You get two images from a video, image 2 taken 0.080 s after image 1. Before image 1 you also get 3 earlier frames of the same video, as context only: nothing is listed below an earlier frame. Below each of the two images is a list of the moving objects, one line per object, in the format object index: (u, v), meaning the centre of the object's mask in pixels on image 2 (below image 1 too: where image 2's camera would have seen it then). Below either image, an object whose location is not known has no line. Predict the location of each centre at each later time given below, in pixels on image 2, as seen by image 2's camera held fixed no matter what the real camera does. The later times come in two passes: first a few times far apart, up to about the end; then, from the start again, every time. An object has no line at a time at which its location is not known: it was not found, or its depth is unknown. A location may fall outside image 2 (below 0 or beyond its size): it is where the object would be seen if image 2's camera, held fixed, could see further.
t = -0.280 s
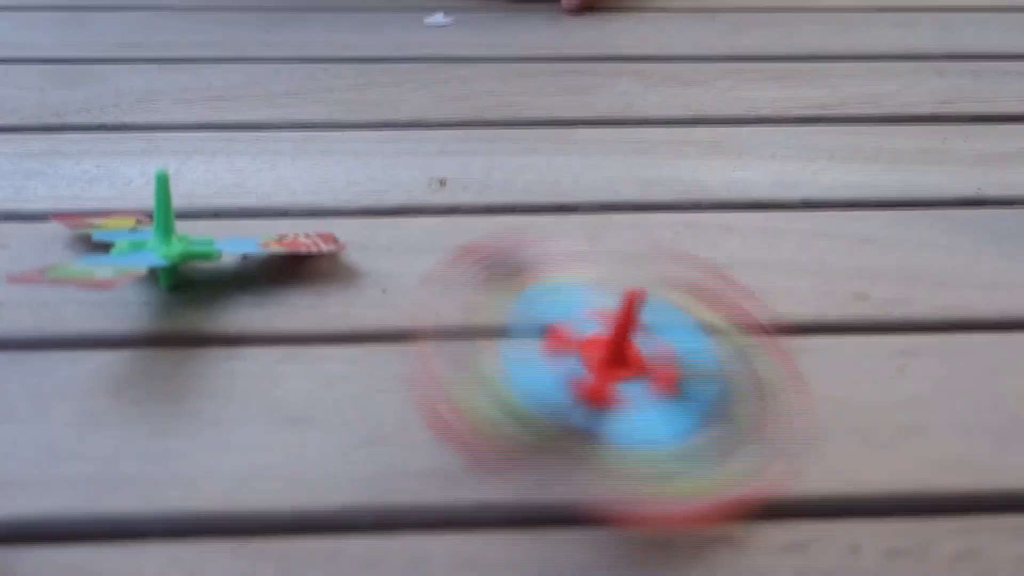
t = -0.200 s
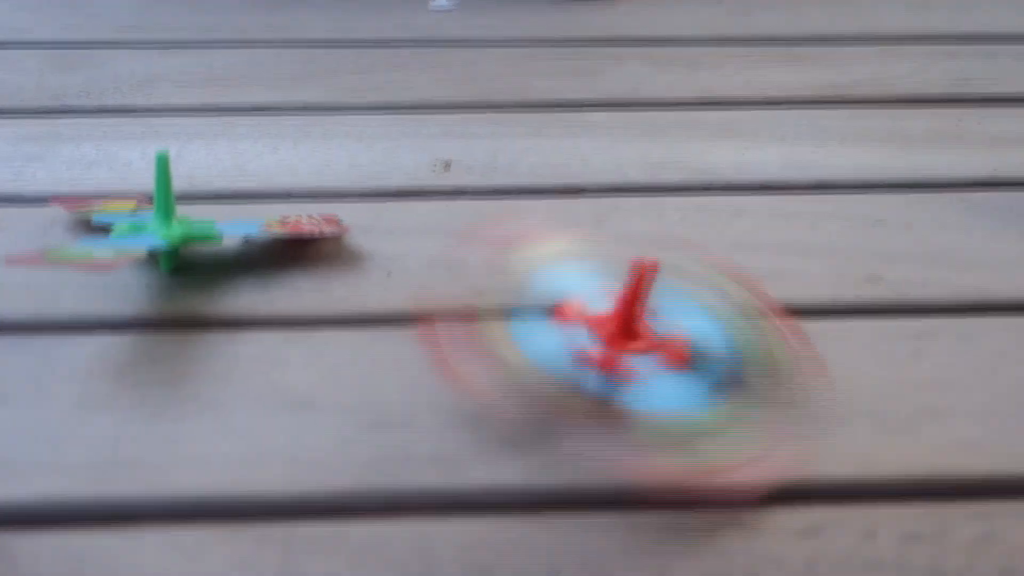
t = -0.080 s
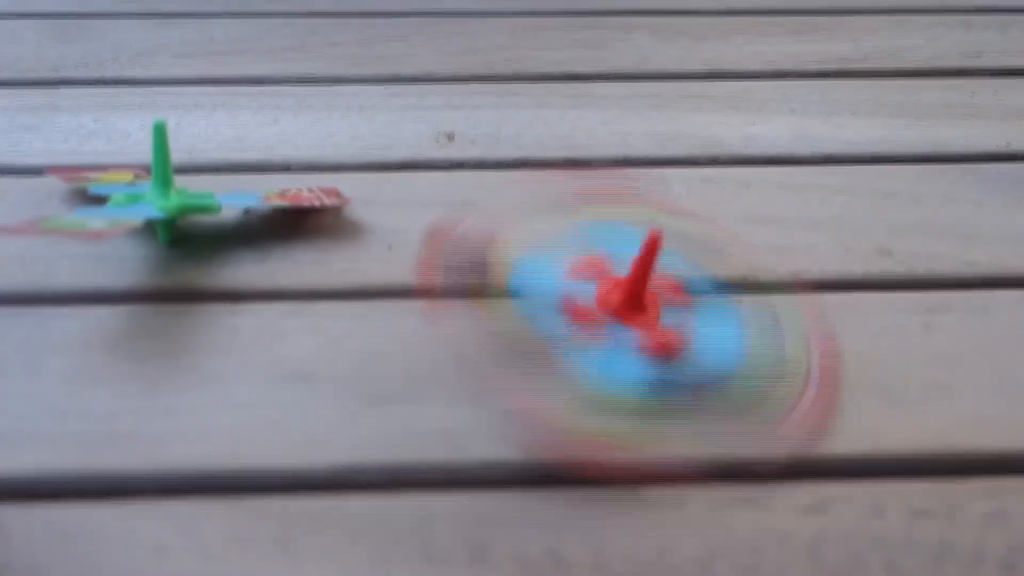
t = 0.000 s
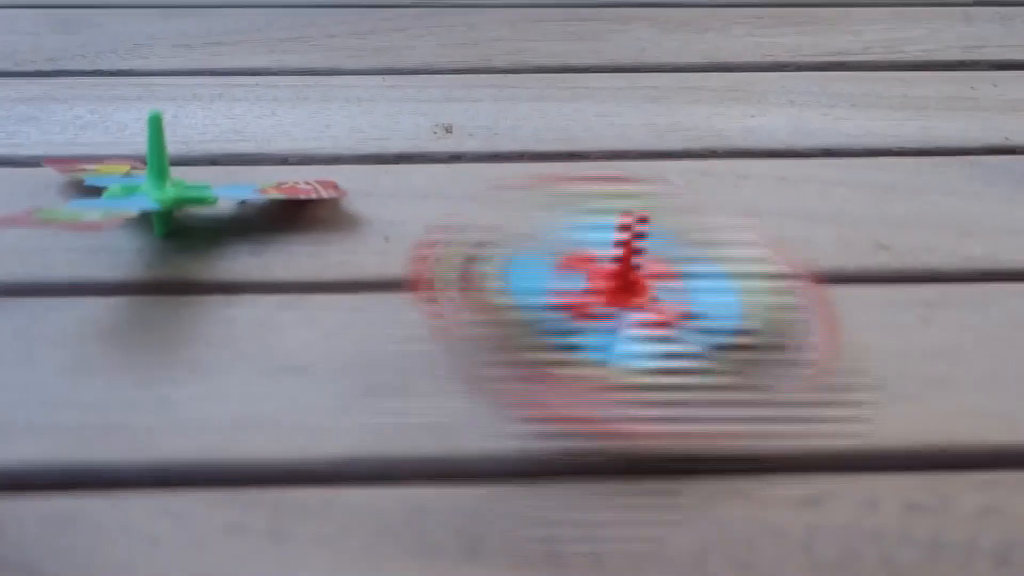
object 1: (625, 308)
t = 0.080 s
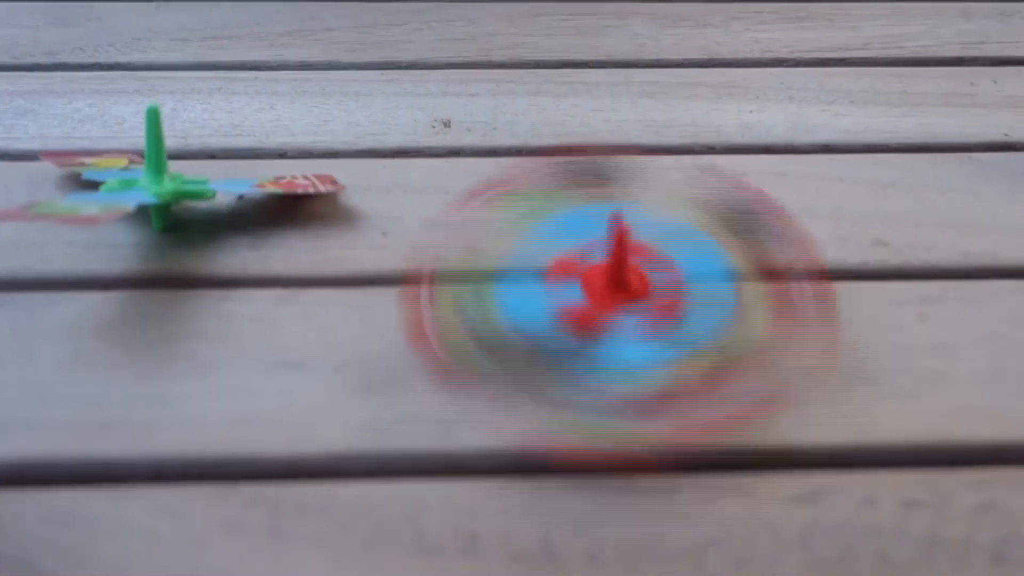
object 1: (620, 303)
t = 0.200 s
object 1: (624, 302)
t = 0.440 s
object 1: (635, 301)
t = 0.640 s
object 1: (648, 306)
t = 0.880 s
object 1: (635, 293)
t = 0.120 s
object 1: (621, 300)
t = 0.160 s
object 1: (624, 307)
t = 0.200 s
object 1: (624, 302)
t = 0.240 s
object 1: (630, 298)
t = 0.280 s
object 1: (630, 307)
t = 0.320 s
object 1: (628, 301)
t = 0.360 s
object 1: (635, 295)
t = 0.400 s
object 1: (638, 308)
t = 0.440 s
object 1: (635, 301)
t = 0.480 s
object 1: (639, 297)
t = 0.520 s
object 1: (644, 308)
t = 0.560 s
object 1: (638, 303)
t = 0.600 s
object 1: (647, 296)
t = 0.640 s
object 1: (648, 306)
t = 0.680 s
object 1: (640, 306)
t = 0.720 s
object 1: (641, 292)
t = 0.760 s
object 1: (648, 299)
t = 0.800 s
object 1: (637, 306)
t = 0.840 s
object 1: (630, 299)
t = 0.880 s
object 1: (635, 293)
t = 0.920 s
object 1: (641, 309)
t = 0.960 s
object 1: (630, 304)
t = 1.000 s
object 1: (631, 291)
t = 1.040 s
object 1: (648, 301)
